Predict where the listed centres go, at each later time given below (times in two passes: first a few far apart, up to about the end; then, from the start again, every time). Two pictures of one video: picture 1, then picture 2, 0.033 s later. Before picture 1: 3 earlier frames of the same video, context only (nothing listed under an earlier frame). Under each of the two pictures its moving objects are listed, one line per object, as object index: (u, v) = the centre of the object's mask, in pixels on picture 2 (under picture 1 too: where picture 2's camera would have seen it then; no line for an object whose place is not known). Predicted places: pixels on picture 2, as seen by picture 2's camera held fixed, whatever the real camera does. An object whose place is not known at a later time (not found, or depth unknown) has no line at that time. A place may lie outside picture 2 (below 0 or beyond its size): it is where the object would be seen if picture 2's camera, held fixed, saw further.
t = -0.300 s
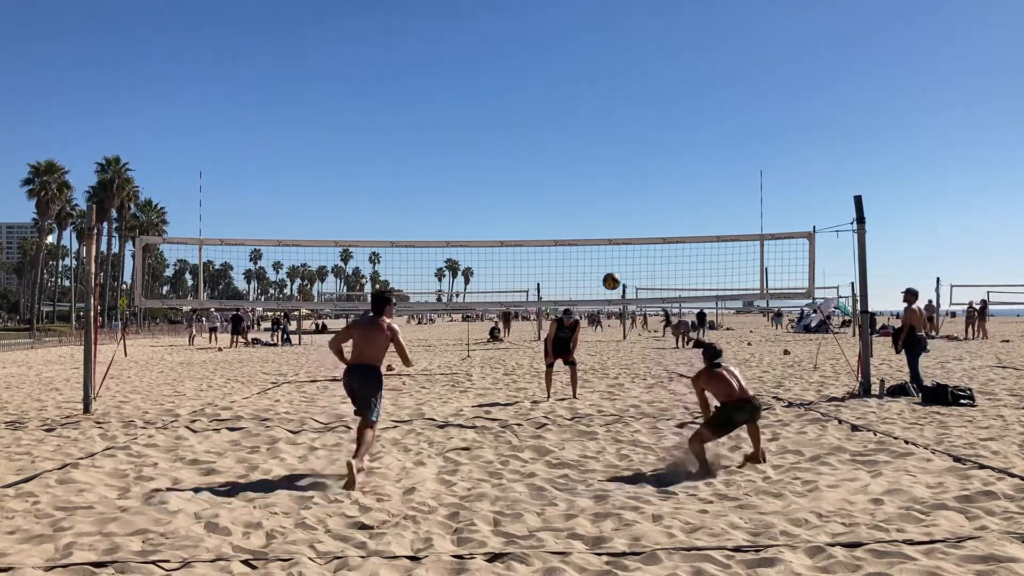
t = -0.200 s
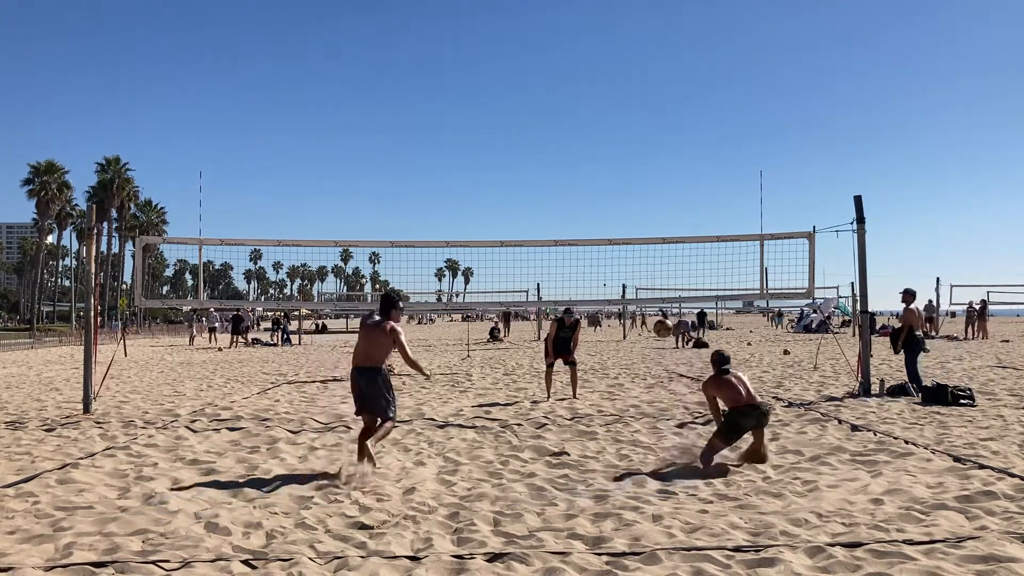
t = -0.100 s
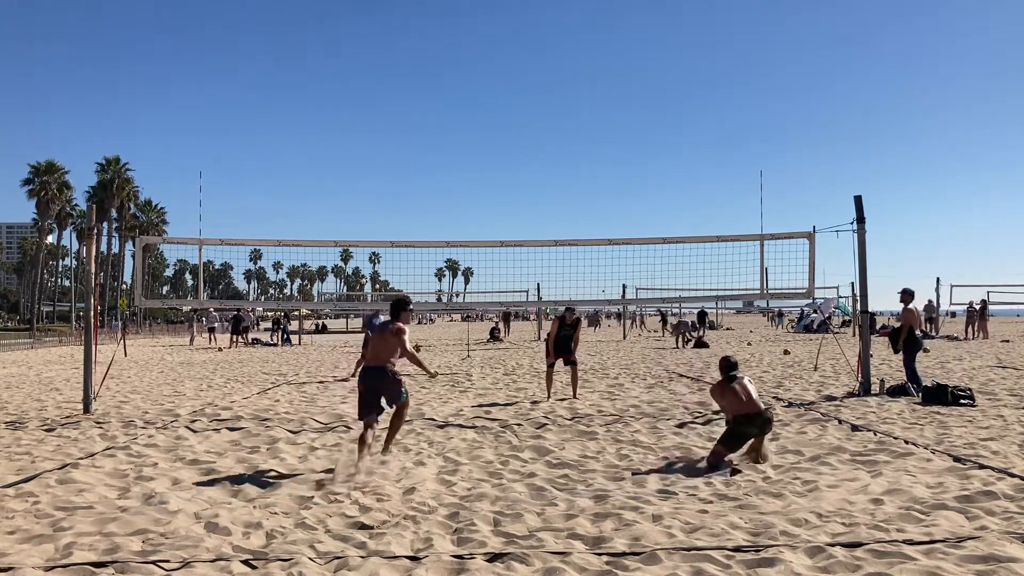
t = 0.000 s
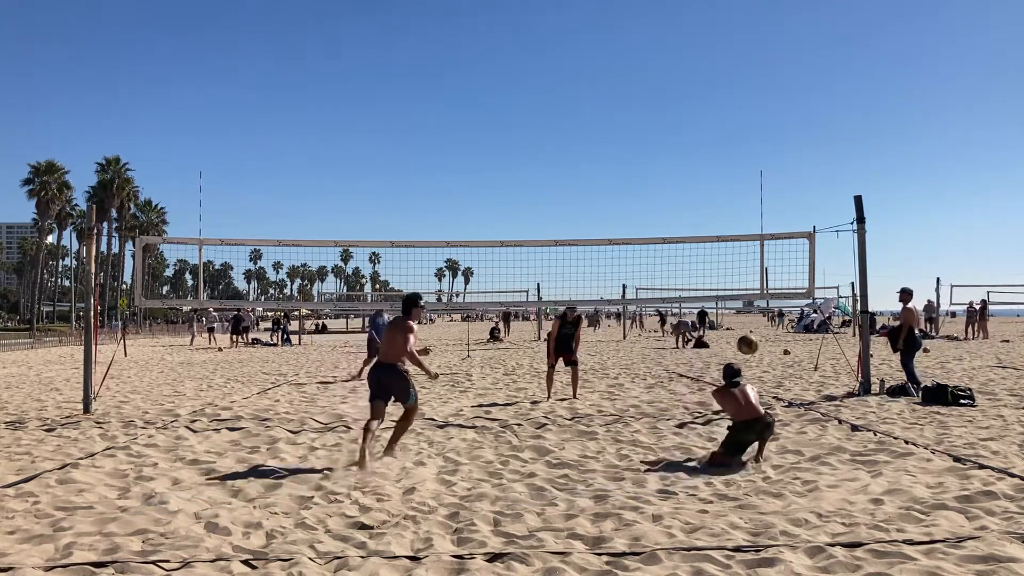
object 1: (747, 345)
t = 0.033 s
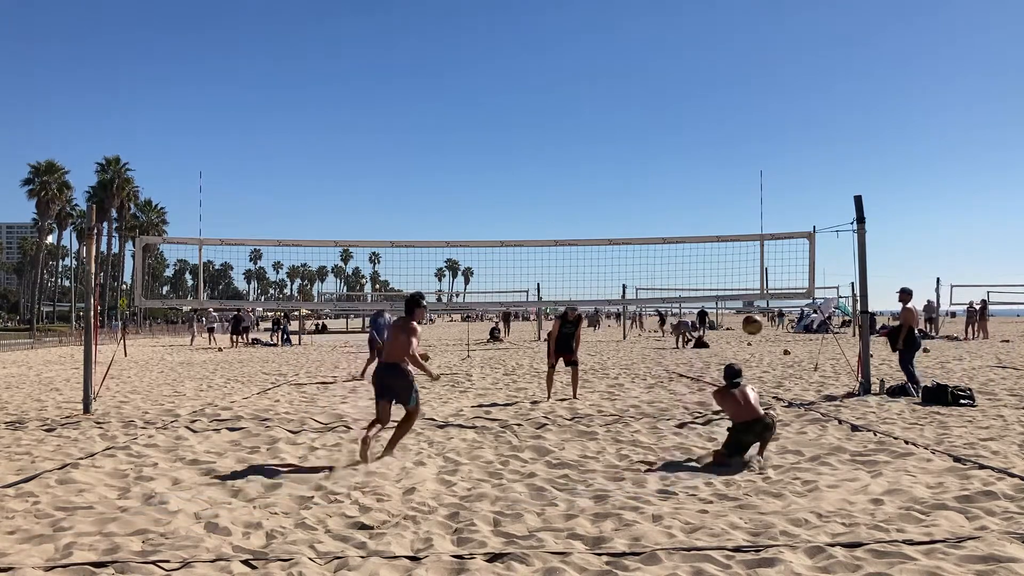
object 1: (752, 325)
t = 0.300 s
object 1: (786, 212)
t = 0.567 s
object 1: (815, 172)
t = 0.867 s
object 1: (841, 196)
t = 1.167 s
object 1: (862, 278)
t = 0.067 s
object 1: (757, 306)
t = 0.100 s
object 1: (760, 289)
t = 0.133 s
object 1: (765, 273)
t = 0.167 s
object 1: (770, 258)
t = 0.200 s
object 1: (774, 244)
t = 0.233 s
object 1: (778, 233)
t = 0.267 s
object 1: (782, 222)
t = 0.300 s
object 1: (786, 212)
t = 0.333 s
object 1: (790, 203)
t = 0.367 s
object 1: (794, 196)
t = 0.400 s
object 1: (797, 189)
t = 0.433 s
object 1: (801, 184)
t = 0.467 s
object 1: (805, 180)
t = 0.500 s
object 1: (808, 176)
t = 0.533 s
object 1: (811, 173)
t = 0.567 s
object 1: (815, 172)
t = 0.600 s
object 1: (818, 171)
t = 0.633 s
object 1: (821, 172)
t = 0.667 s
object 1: (824, 173)
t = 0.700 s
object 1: (827, 175)
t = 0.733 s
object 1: (830, 177)
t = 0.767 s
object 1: (833, 181)
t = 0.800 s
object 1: (836, 185)
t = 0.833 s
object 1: (839, 190)
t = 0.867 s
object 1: (841, 196)
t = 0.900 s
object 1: (844, 203)
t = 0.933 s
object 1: (846, 210)
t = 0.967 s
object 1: (849, 218)
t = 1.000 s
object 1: (851, 226)
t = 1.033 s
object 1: (853, 236)
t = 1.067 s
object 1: (855, 245)
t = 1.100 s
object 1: (857, 255)
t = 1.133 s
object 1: (859, 266)
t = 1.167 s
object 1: (862, 278)
